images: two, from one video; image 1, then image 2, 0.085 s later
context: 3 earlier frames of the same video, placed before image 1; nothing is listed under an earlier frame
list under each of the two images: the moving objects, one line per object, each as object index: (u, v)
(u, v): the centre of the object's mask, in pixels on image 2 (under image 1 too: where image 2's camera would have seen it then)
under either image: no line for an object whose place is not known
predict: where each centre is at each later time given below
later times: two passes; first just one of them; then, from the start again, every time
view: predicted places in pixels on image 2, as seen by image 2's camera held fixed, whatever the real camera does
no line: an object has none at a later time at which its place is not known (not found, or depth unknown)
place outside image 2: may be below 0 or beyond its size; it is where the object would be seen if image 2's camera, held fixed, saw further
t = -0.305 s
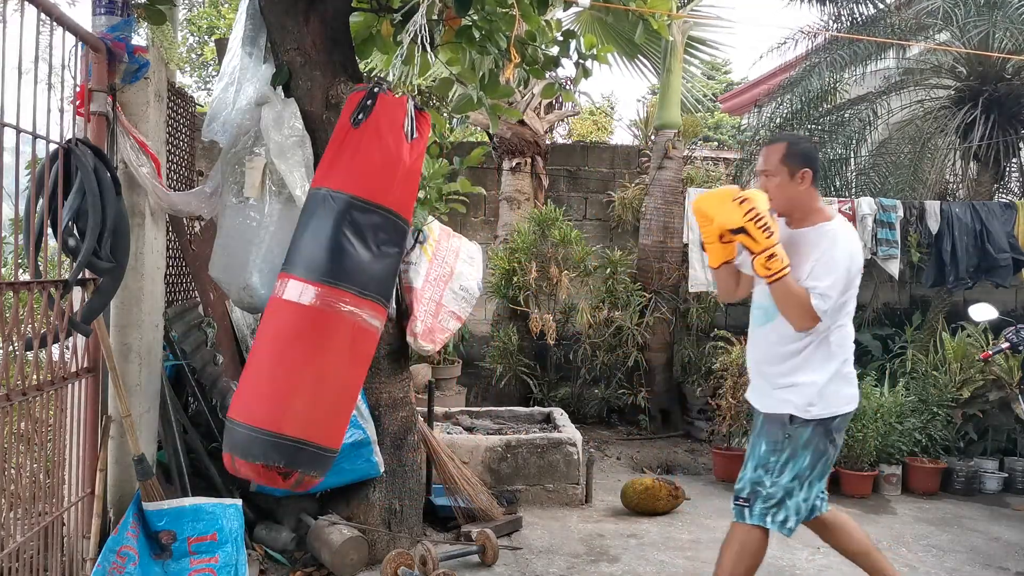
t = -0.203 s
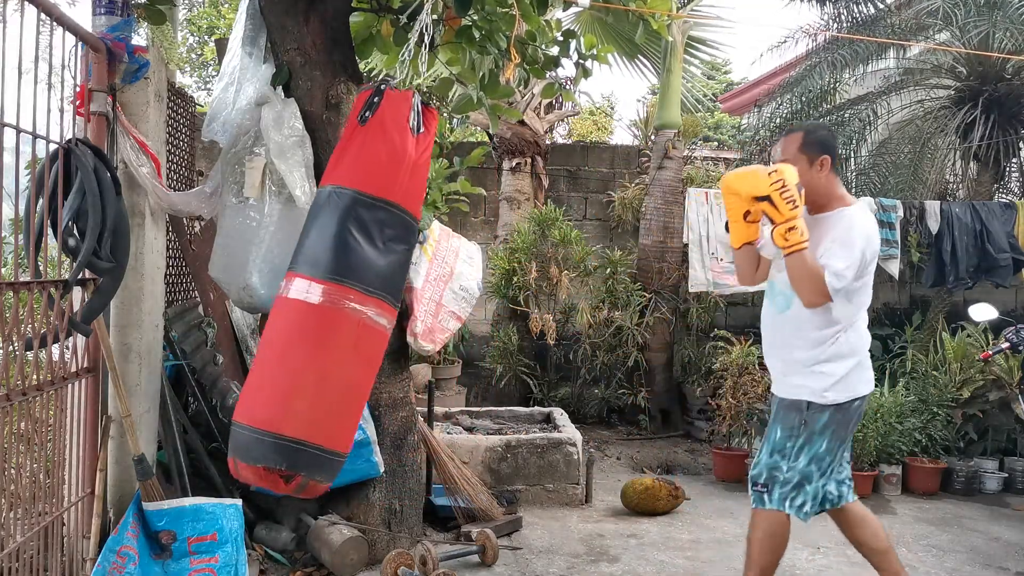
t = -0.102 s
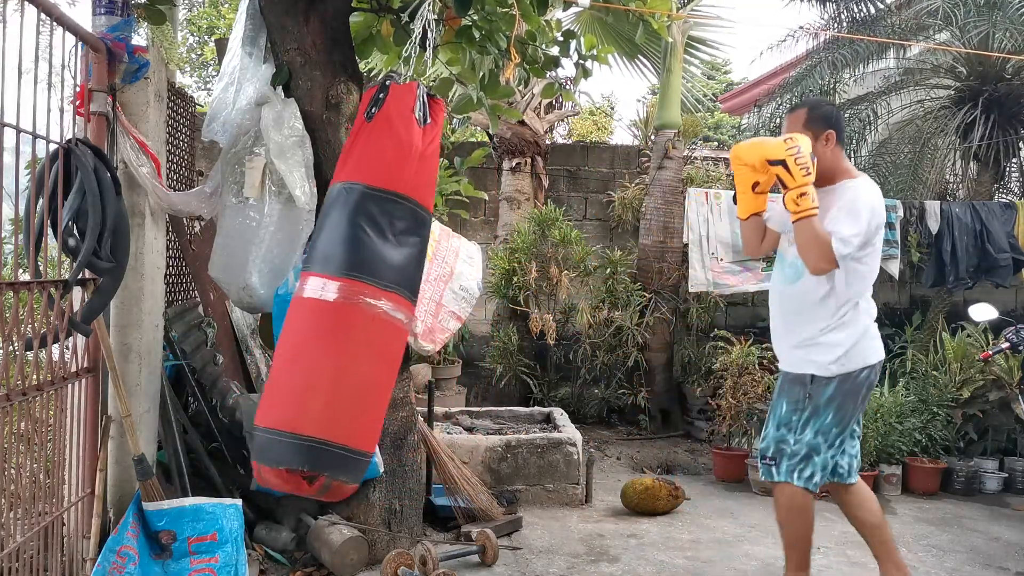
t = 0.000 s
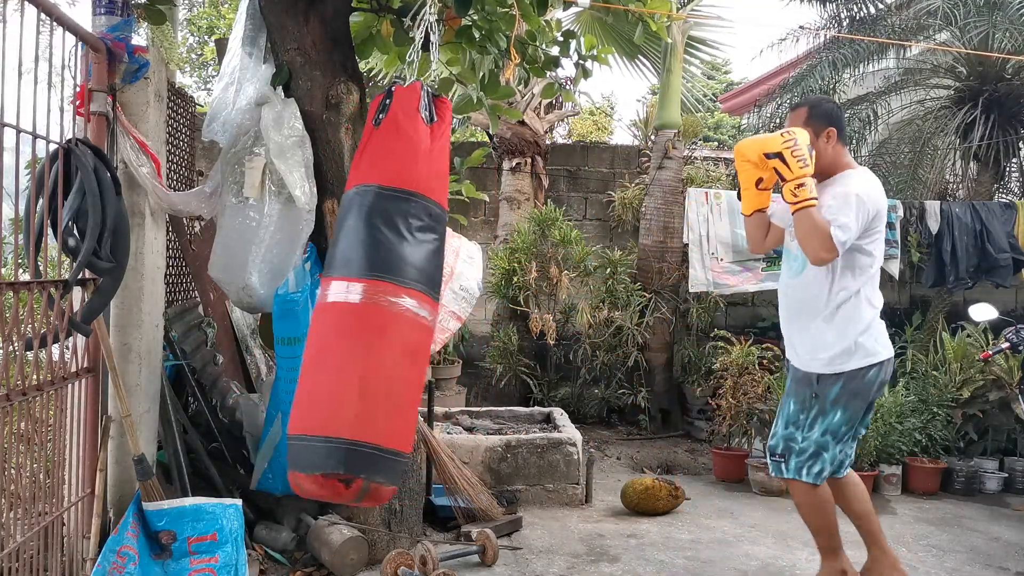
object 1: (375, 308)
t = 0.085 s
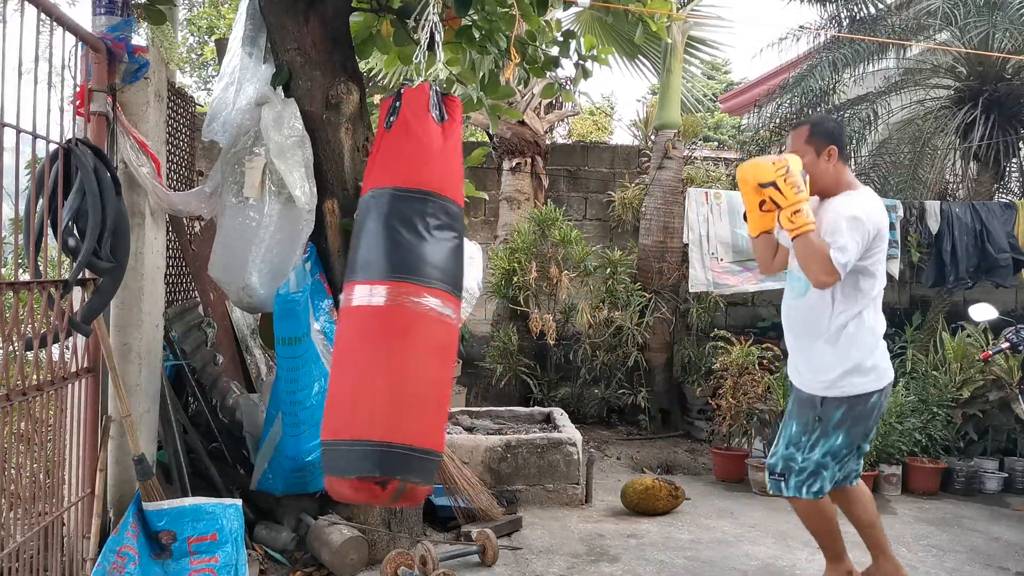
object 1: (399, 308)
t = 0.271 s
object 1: (452, 312)
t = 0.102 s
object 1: (404, 309)
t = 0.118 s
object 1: (409, 310)
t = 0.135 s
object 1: (414, 310)
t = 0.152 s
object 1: (419, 311)
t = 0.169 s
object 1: (424, 311)
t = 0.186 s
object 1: (429, 312)
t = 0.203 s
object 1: (434, 312)
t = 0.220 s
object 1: (439, 312)
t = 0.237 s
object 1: (443, 312)
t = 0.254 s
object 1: (448, 311)
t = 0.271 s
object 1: (452, 312)
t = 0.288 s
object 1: (457, 311)
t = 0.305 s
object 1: (461, 312)
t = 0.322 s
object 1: (465, 312)
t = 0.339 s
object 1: (470, 312)
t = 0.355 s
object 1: (474, 311)
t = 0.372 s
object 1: (477, 311)
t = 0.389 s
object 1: (481, 310)
